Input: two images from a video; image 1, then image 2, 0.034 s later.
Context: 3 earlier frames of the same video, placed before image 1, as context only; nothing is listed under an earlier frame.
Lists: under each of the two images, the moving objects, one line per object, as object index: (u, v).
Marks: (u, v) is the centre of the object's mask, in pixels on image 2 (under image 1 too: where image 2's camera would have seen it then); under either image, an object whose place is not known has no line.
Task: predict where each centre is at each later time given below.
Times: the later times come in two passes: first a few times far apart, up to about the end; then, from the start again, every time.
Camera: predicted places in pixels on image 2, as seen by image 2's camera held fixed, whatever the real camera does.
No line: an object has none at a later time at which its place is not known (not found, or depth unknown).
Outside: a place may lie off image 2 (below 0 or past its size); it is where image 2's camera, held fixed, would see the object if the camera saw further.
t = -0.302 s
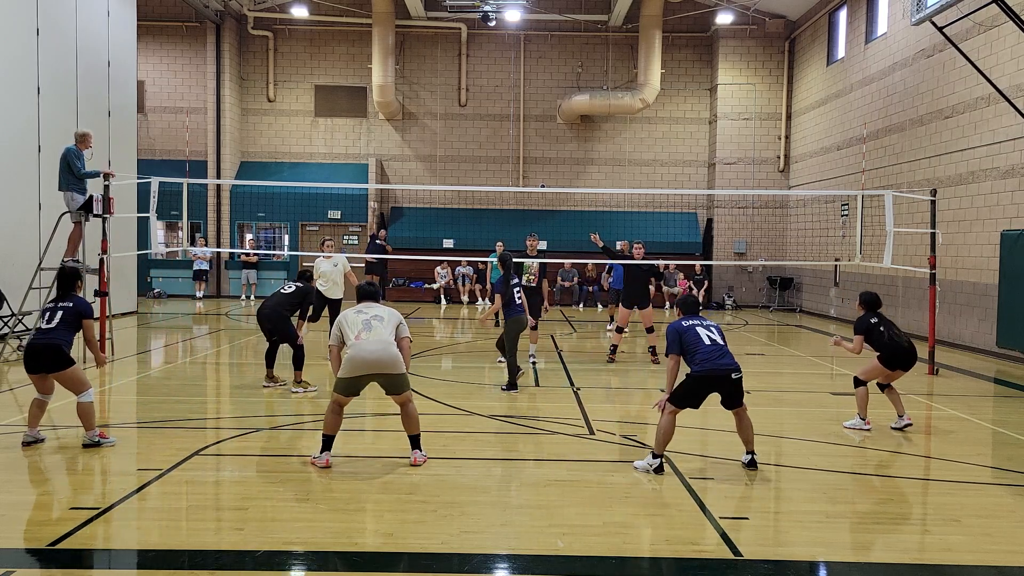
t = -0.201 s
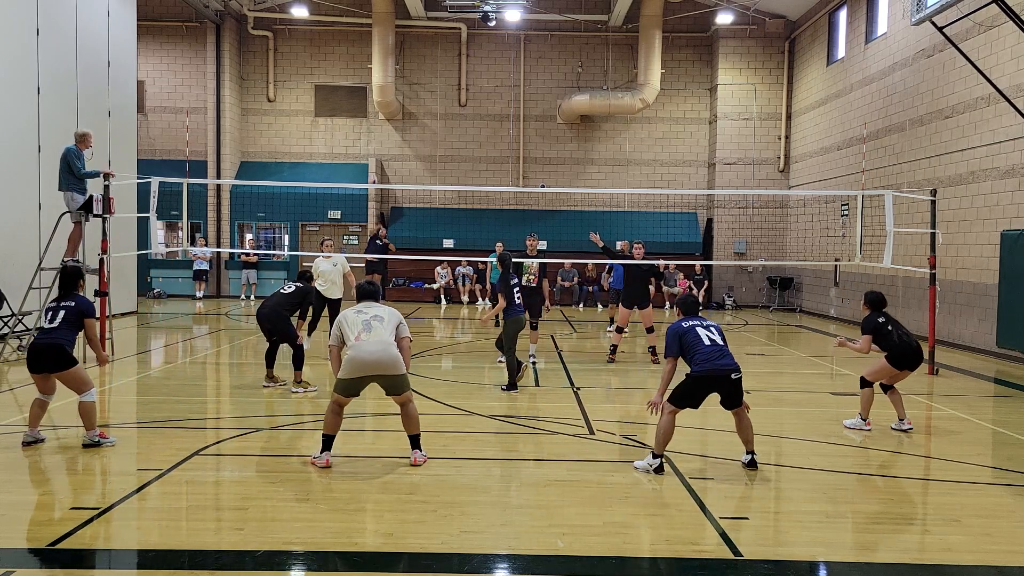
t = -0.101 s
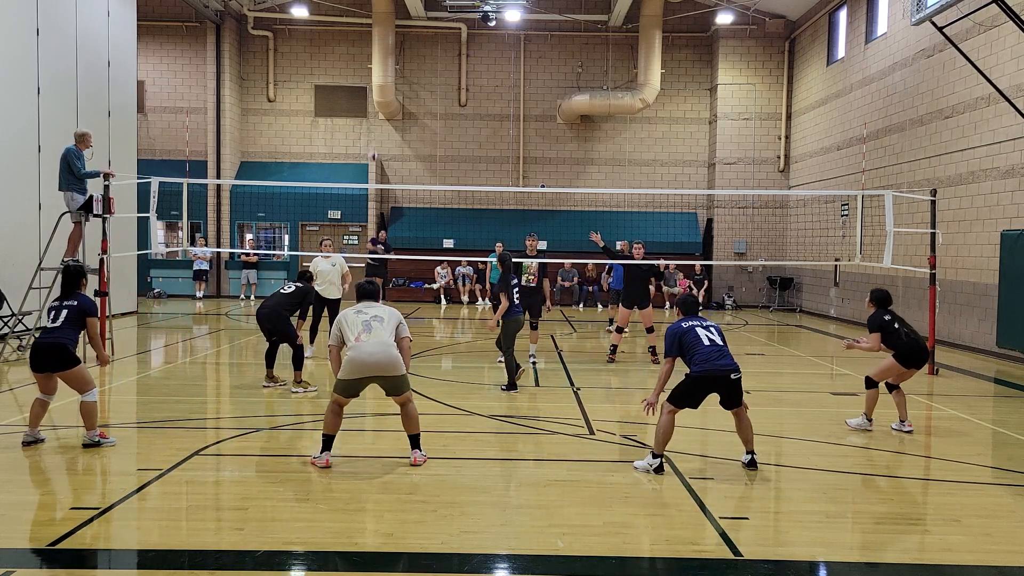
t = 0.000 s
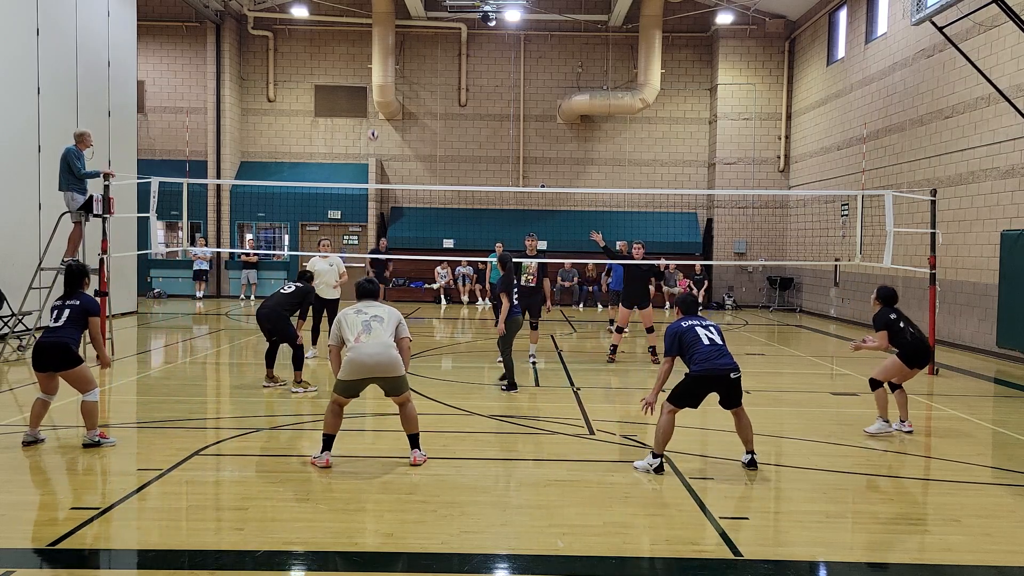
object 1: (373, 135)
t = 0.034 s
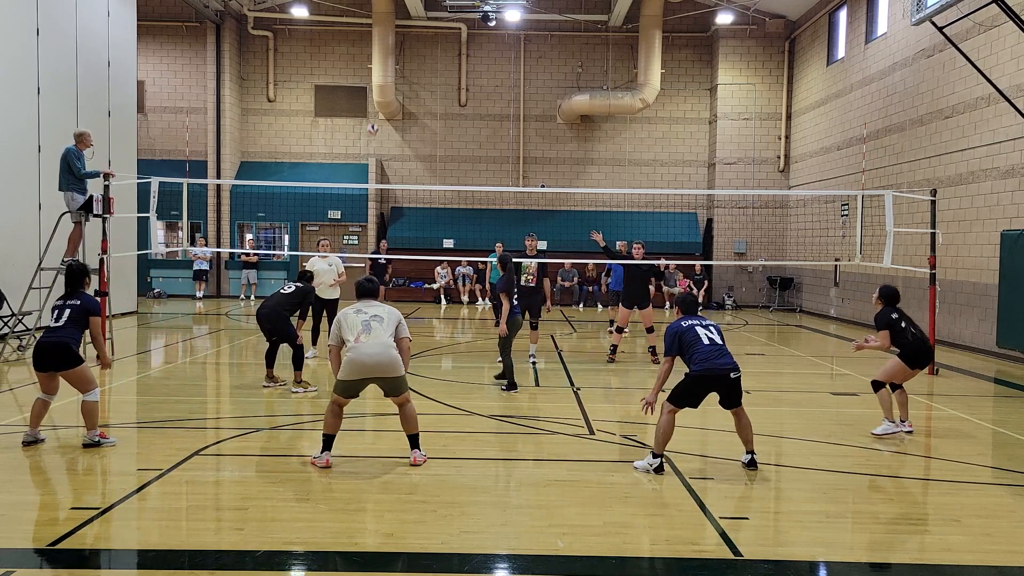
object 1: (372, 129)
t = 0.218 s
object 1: (370, 100)
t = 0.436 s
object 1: (363, 86)
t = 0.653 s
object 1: (350, 104)
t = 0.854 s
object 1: (333, 173)
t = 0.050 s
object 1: (373, 126)
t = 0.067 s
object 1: (372, 123)
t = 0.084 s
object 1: (372, 120)
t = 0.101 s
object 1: (372, 117)
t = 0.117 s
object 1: (372, 115)
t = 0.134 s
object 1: (372, 112)
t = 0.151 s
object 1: (371, 109)
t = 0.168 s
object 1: (371, 107)
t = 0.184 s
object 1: (370, 105)
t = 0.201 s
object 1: (370, 103)
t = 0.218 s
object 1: (370, 100)
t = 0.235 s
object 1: (370, 98)
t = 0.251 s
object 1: (369, 96)
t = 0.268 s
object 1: (369, 94)
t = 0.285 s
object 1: (368, 93)
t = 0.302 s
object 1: (368, 91)
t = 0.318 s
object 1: (367, 90)
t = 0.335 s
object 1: (366, 89)
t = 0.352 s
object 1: (366, 88)
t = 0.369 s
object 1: (365, 88)
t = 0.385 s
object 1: (365, 87)
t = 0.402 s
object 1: (364, 87)
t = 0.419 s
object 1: (364, 87)
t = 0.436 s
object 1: (363, 86)
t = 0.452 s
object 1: (362, 87)
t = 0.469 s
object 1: (361, 87)
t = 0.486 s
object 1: (360, 87)
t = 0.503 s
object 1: (360, 88)
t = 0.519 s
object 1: (359, 89)
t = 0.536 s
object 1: (358, 90)
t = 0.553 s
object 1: (357, 91)
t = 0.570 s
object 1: (356, 92)
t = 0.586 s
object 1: (355, 94)
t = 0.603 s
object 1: (353, 96)
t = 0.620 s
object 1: (352, 99)
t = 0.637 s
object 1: (351, 101)
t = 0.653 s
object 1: (350, 104)
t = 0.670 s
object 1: (349, 107)
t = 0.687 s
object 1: (347, 111)
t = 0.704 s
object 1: (346, 115)
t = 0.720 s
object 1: (344, 120)
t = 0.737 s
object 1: (343, 124)
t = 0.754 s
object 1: (342, 131)
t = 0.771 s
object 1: (341, 137)
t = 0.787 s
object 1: (339, 143)
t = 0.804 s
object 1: (338, 149)
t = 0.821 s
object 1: (336, 159)
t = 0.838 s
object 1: (334, 166)
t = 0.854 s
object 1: (333, 173)
